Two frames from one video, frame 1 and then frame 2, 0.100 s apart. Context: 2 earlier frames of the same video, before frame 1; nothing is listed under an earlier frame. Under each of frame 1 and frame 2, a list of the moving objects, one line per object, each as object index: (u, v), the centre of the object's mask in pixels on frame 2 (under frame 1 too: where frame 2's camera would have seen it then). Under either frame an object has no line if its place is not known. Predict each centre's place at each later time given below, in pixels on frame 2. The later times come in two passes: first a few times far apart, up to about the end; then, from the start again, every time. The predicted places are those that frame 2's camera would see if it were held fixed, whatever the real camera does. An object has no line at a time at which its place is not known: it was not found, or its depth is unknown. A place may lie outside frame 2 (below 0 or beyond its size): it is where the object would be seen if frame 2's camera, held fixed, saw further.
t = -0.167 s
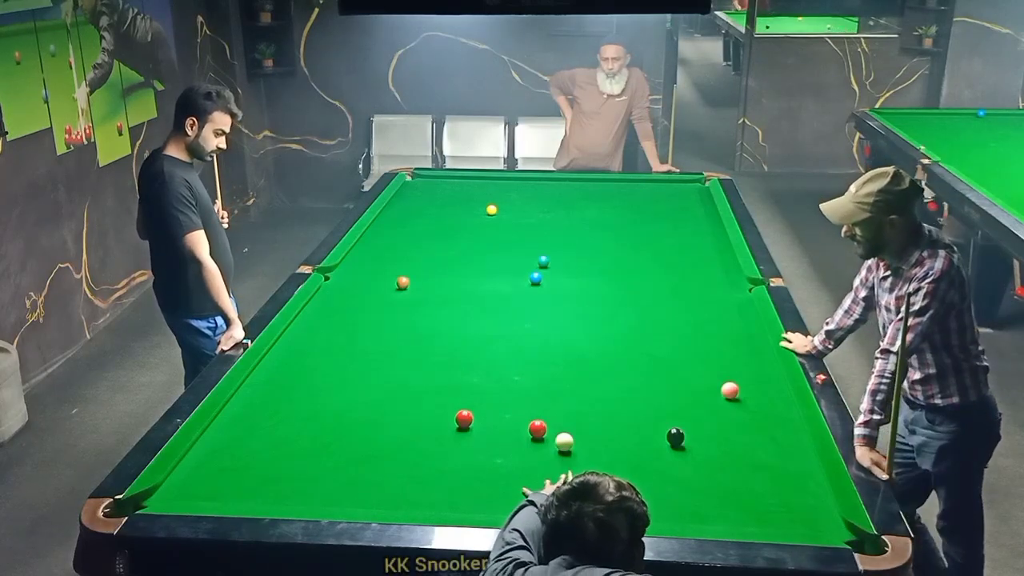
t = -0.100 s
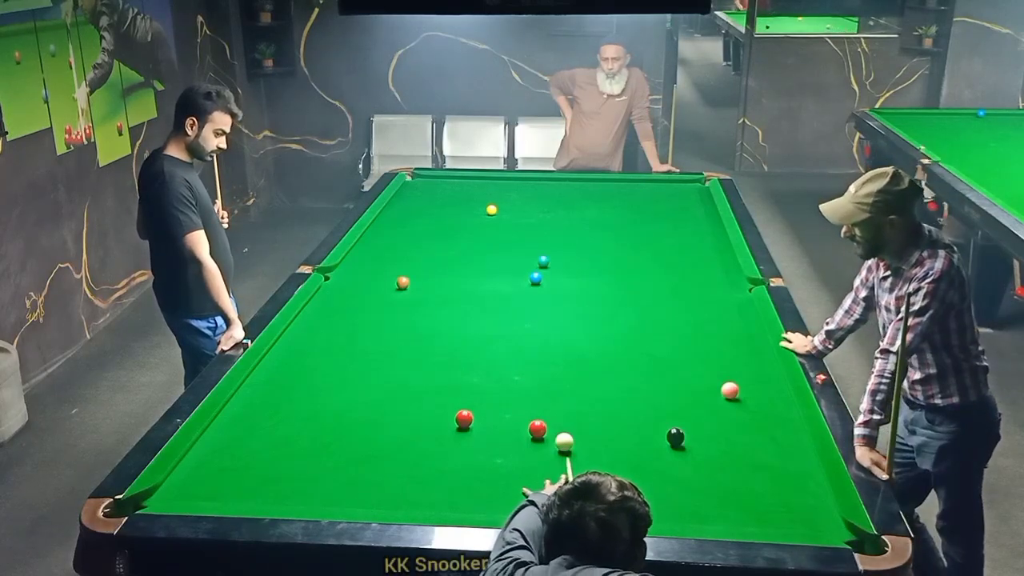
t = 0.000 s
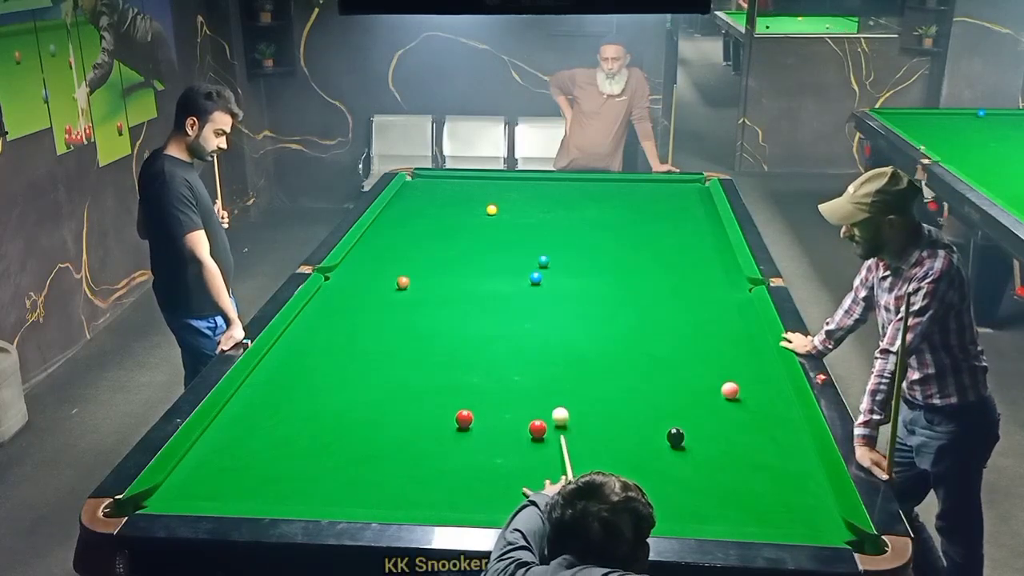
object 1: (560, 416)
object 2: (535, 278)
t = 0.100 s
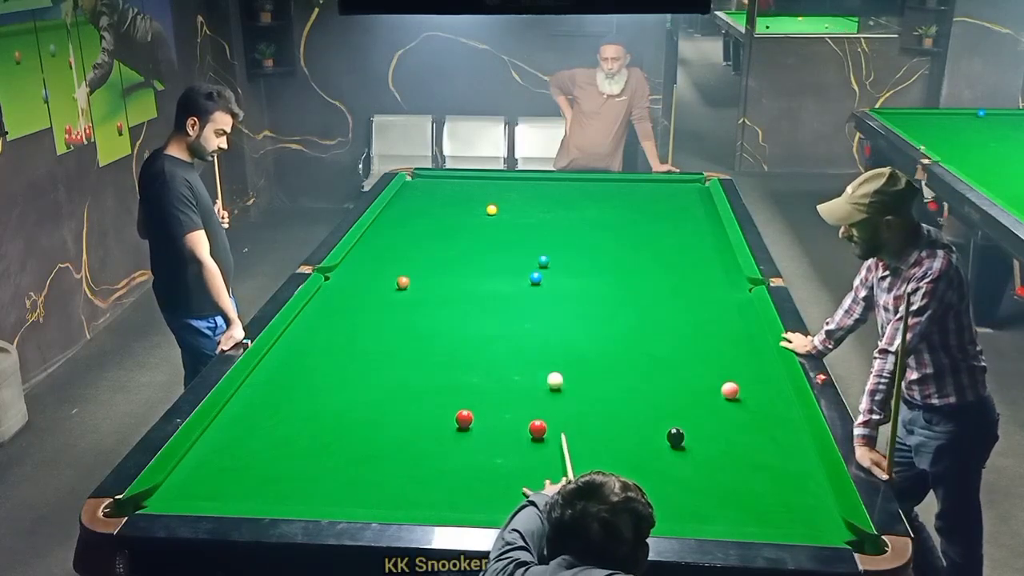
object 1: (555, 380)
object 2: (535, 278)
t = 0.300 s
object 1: (547, 331)
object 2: (535, 278)
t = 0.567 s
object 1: (541, 284)
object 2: (534, 277)
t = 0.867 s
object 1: (569, 270)
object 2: (505, 253)
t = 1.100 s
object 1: (588, 259)
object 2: (486, 237)
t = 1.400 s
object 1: (610, 246)
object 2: (465, 220)
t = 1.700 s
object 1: (629, 234)
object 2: (446, 205)
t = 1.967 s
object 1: (644, 225)
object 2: (432, 194)
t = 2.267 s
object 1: (659, 216)
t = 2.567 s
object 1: (673, 208)
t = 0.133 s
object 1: (553, 370)
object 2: (535, 278)
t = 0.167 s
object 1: (552, 361)
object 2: (535, 278)
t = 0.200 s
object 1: (551, 353)
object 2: (535, 278)
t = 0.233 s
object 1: (549, 345)
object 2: (535, 278)
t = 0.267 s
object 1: (548, 337)
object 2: (535, 278)
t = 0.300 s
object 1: (547, 331)
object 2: (535, 278)
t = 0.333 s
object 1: (546, 324)
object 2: (535, 278)
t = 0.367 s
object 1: (546, 318)
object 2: (535, 278)
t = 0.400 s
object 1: (545, 312)
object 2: (535, 278)
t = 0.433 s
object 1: (544, 306)
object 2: (535, 278)
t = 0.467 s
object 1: (543, 300)
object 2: (535, 278)
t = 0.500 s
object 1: (542, 295)
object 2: (535, 278)
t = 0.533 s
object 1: (541, 289)
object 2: (535, 278)
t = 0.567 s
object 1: (541, 284)
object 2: (534, 277)
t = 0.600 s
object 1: (543, 282)
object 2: (532, 275)
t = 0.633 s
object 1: (547, 281)
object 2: (528, 271)
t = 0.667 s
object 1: (551, 279)
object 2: (524, 269)
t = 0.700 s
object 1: (555, 278)
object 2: (520, 265)
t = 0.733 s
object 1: (558, 276)
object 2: (517, 263)
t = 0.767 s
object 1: (561, 275)
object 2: (513, 260)
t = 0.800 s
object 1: (564, 273)
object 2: (510, 258)
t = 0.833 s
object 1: (567, 271)
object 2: (507, 255)
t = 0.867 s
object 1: (569, 270)
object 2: (505, 253)
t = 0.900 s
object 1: (572, 268)
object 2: (502, 250)
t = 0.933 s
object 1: (575, 266)
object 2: (499, 248)
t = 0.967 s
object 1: (578, 265)
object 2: (496, 246)
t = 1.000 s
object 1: (580, 263)
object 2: (494, 244)
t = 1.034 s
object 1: (583, 262)
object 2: (491, 242)
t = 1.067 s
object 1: (586, 260)
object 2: (488, 239)
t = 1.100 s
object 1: (588, 259)
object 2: (486, 237)
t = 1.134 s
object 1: (591, 257)
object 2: (483, 235)
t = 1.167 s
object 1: (593, 256)
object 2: (481, 233)
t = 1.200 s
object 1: (596, 254)
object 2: (479, 231)
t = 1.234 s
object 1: (598, 253)
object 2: (476, 229)
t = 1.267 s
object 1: (600, 251)
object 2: (474, 227)
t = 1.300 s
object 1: (603, 250)
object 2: (472, 226)
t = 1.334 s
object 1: (605, 249)
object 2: (469, 224)
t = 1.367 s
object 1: (608, 247)
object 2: (467, 222)
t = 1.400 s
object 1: (610, 246)
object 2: (465, 220)
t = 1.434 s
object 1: (612, 244)
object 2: (462, 218)
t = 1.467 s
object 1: (614, 243)
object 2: (461, 217)
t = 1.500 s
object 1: (616, 242)
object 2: (458, 215)
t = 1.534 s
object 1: (619, 241)
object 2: (456, 213)
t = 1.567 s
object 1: (621, 239)
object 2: (454, 212)
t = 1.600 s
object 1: (623, 238)
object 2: (452, 210)
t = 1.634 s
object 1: (625, 237)
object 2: (450, 208)
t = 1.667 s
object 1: (627, 236)
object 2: (449, 207)
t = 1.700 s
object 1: (629, 234)
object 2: (446, 205)
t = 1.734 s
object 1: (631, 233)
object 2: (444, 204)
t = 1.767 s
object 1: (633, 232)
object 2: (443, 202)
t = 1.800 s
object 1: (635, 231)
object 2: (441, 201)
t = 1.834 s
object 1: (637, 230)
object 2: (439, 199)
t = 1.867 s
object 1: (639, 229)
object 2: (437, 198)
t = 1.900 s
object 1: (640, 228)
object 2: (436, 197)
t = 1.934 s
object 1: (642, 227)
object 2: (434, 195)
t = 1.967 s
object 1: (644, 225)
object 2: (432, 194)
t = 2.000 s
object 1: (646, 224)
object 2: (431, 192)
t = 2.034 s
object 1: (648, 223)
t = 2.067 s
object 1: (649, 222)
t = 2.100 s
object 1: (651, 221)
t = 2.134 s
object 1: (653, 220)
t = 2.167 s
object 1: (655, 219)
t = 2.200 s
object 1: (656, 218)
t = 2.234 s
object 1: (658, 217)
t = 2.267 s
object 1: (659, 216)
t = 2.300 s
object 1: (661, 215)
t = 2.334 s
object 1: (663, 215)
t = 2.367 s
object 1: (664, 214)
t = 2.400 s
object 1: (666, 213)
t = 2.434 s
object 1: (667, 212)
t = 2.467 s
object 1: (669, 211)
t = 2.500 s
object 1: (670, 210)
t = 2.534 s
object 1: (671, 209)
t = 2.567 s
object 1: (673, 208)
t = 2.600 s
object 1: (674, 207)
